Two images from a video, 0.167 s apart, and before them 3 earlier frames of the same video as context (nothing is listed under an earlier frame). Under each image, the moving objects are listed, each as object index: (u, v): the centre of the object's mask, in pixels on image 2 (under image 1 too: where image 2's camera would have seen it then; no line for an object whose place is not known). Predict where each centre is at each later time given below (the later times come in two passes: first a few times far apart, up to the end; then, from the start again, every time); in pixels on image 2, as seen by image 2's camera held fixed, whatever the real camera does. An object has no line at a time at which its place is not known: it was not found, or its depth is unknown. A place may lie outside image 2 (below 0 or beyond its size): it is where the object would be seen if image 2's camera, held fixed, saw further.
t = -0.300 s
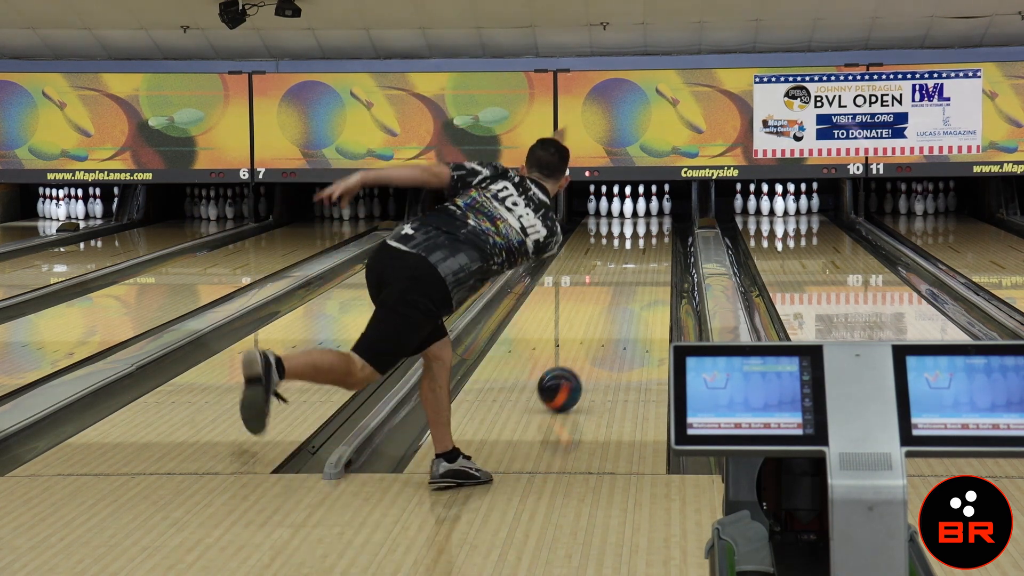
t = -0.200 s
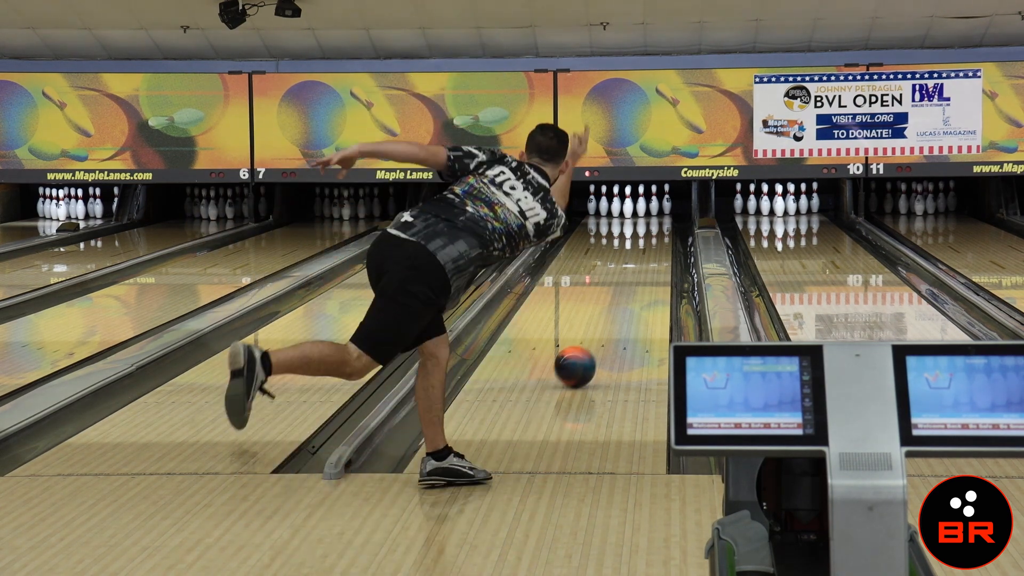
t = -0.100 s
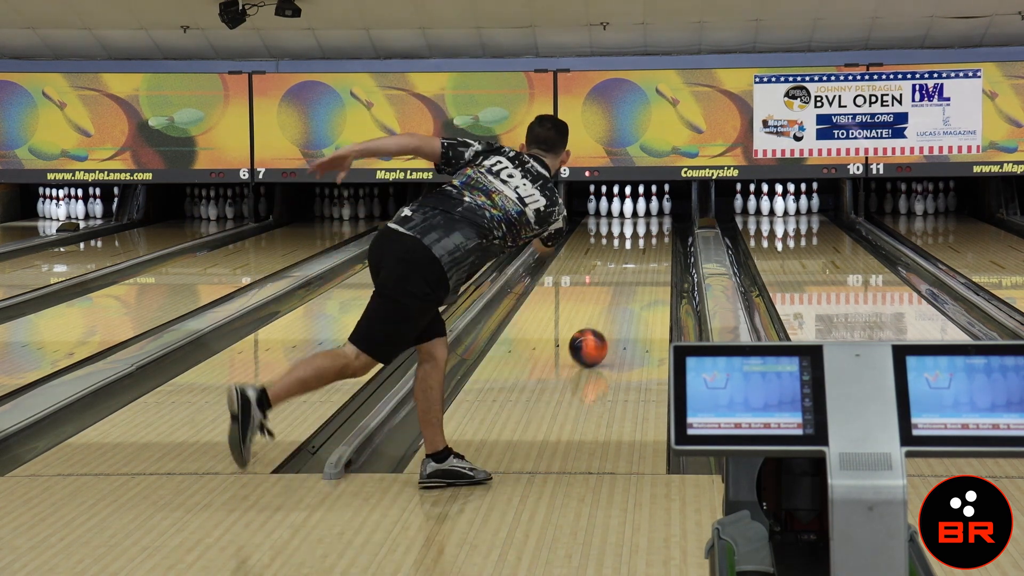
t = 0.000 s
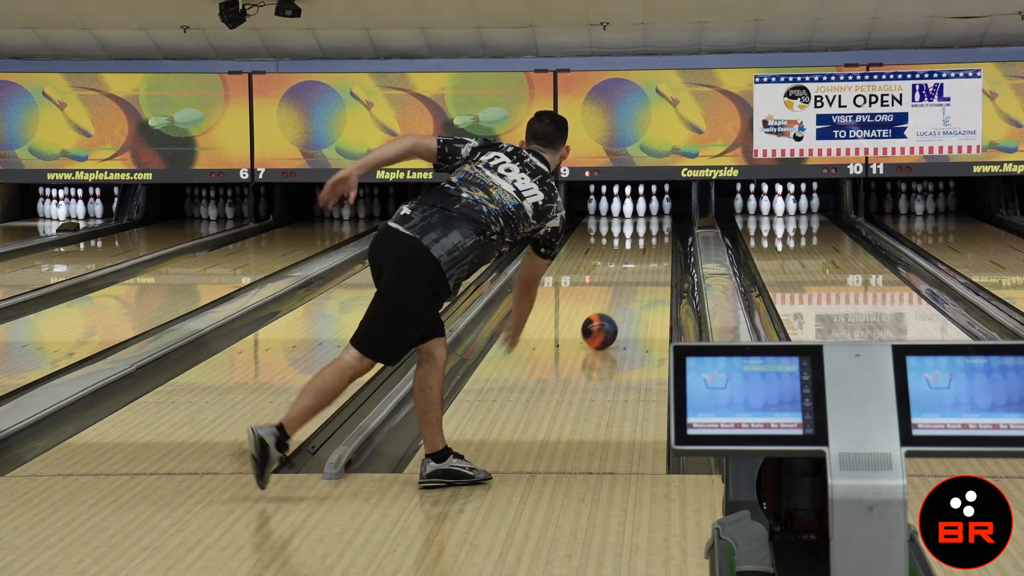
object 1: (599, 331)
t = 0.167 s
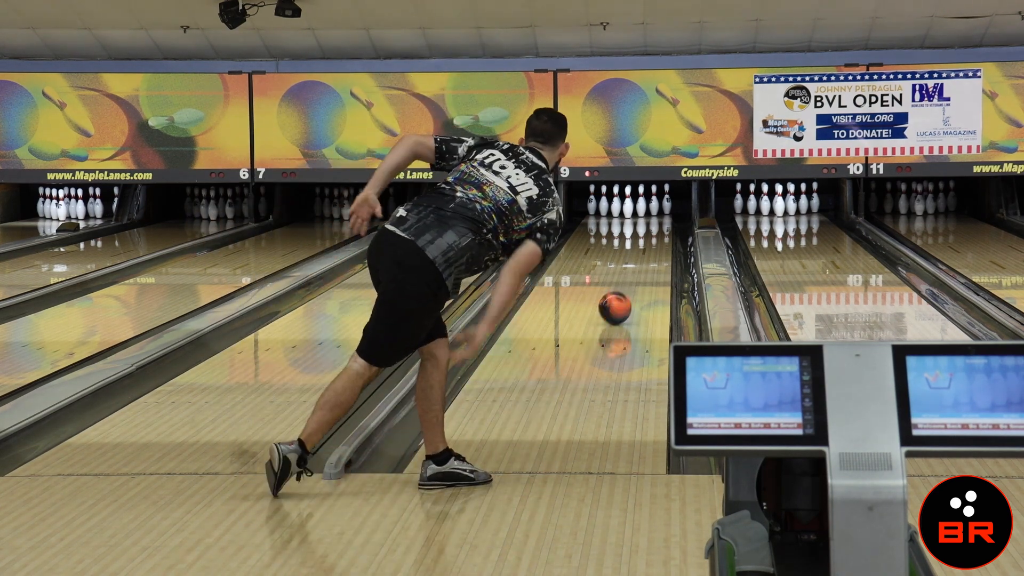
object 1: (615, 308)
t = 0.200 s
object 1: (617, 303)
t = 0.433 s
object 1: (633, 278)
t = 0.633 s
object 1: (643, 261)
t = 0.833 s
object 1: (650, 247)
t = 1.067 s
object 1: (654, 233)
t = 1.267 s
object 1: (653, 224)
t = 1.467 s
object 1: (647, 216)
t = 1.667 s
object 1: (638, 209)
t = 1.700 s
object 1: (640, 208)
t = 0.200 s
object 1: (617, 303)
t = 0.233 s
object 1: (620, 299)
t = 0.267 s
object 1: (622, 296)
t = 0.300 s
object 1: (625, 292)
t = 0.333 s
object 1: (627, 288)
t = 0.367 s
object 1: (629, 285)
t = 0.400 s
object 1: (631, 282)
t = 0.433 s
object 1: (633, 278)
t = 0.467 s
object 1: (635, 276)
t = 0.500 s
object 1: (637, 273)
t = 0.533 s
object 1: (638, 270)
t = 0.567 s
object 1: (640, 267)
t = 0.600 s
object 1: (641, 264)
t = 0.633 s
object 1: (643, 261)
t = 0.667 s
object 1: (644, 259)
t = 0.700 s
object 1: (646, 256)
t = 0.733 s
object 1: (647, 254)
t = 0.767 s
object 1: (648, 252)
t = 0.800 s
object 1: (649, 249)
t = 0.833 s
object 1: (650, 247)
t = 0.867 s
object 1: (651, 245)
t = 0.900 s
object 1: (651, 243)
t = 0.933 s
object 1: (652, 241)
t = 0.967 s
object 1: (653, 239)
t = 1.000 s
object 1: (653, 237)
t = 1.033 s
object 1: (654, 236)
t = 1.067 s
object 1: (654, 233)
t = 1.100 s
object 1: (654, 232)
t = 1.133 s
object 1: (654, 230)
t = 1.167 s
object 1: (654, 229)
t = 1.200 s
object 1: (654, 227)
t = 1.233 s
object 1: (654, 225)
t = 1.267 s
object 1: (653, 224)
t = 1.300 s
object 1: (652, 222)
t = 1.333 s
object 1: (652, 221)
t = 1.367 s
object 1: (651, 220)
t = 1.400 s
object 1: (650, 218)
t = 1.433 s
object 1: (648, 217)
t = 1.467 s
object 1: (647, 216)
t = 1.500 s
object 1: (646, 215)
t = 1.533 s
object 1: (644, 214)
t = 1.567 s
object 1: (642, 213)
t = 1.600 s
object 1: (641, 211)
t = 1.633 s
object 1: (639, 210)
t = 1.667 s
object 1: (638, 209)
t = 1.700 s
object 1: (640, 208)
